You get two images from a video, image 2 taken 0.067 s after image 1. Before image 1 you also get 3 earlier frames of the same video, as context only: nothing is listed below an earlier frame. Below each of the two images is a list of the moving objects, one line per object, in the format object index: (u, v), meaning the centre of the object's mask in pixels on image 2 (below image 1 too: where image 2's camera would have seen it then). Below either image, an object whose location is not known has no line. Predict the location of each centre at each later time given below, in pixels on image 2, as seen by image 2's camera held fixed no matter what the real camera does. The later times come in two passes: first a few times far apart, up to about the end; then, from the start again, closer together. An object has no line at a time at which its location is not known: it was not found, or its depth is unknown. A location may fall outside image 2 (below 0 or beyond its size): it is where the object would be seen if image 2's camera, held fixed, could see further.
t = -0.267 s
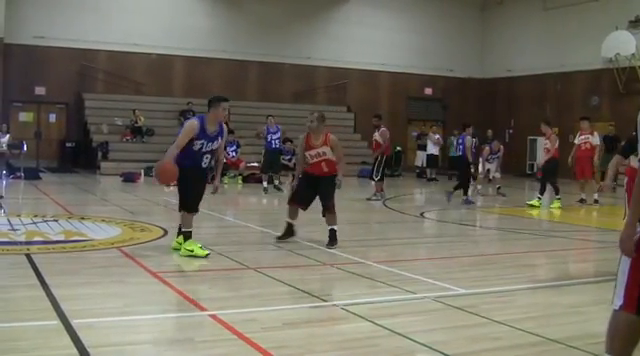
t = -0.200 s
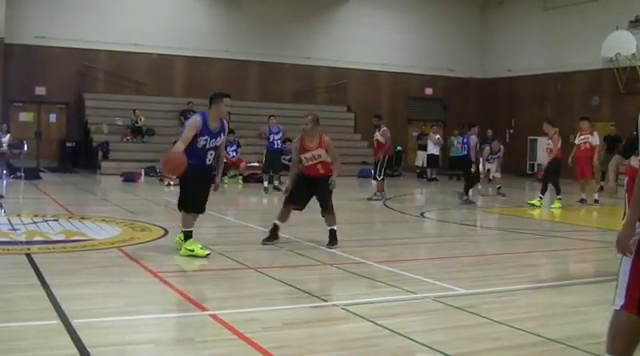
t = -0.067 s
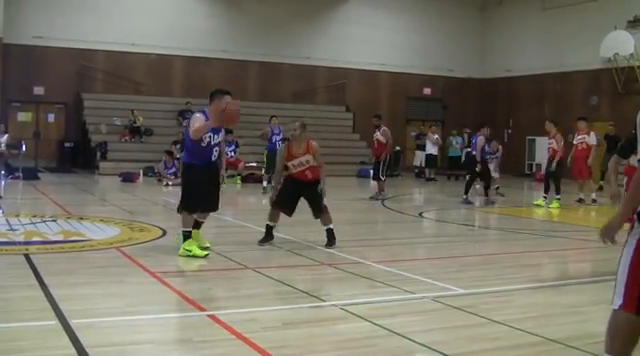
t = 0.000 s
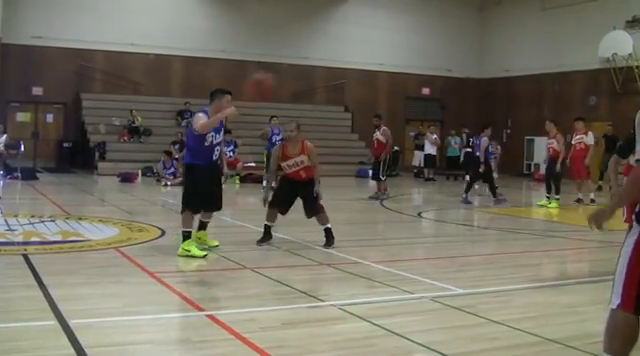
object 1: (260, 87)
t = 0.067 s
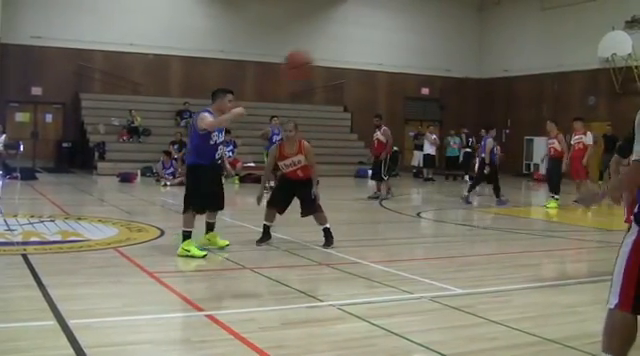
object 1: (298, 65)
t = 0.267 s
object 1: (441, 24)
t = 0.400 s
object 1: (570, 24)
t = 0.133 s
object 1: (341, 47)
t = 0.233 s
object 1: (413, 29)
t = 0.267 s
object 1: (441, 24)
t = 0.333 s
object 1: (500, 19)
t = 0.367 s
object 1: (535, 20)
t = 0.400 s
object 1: (570, 24)
